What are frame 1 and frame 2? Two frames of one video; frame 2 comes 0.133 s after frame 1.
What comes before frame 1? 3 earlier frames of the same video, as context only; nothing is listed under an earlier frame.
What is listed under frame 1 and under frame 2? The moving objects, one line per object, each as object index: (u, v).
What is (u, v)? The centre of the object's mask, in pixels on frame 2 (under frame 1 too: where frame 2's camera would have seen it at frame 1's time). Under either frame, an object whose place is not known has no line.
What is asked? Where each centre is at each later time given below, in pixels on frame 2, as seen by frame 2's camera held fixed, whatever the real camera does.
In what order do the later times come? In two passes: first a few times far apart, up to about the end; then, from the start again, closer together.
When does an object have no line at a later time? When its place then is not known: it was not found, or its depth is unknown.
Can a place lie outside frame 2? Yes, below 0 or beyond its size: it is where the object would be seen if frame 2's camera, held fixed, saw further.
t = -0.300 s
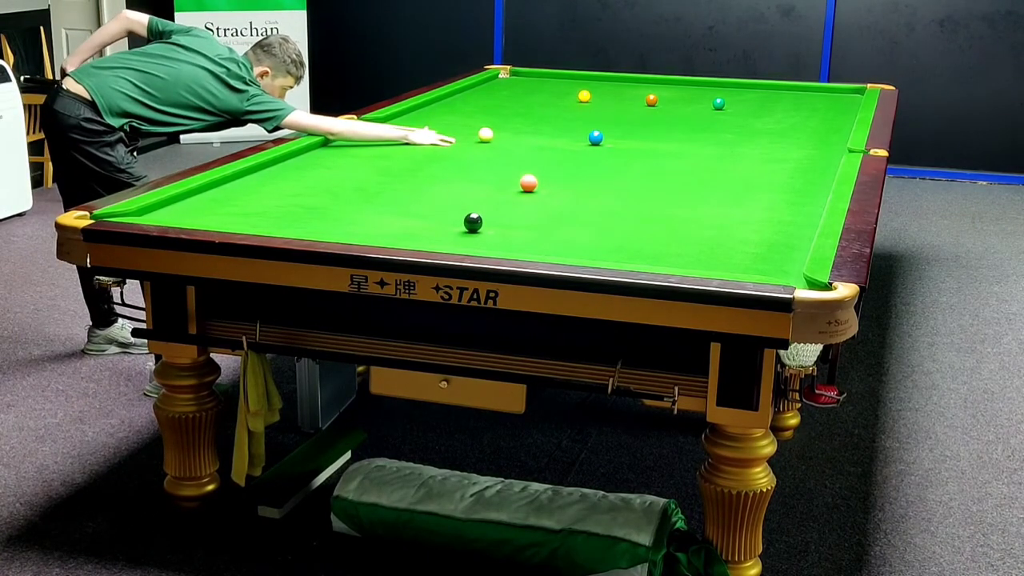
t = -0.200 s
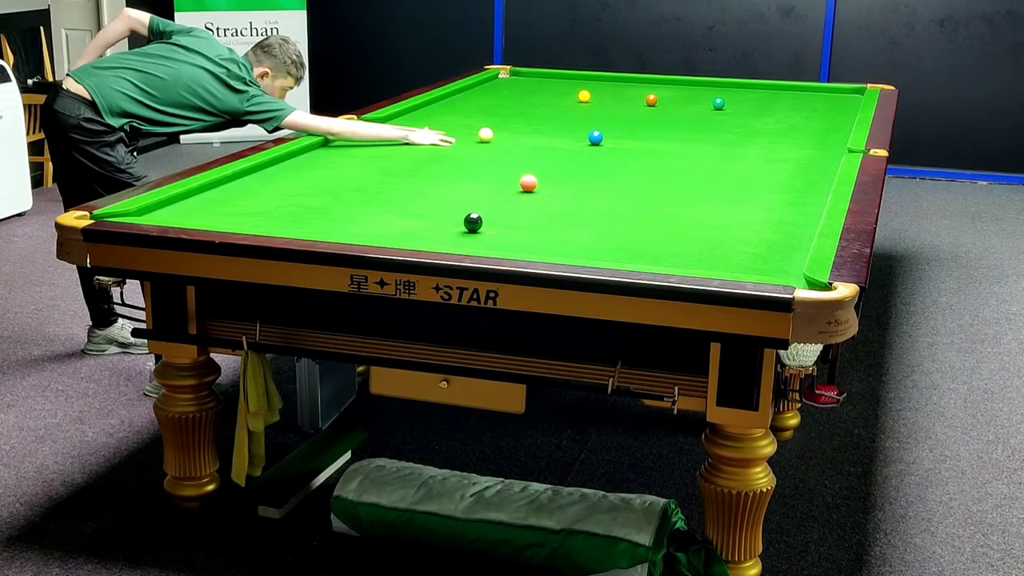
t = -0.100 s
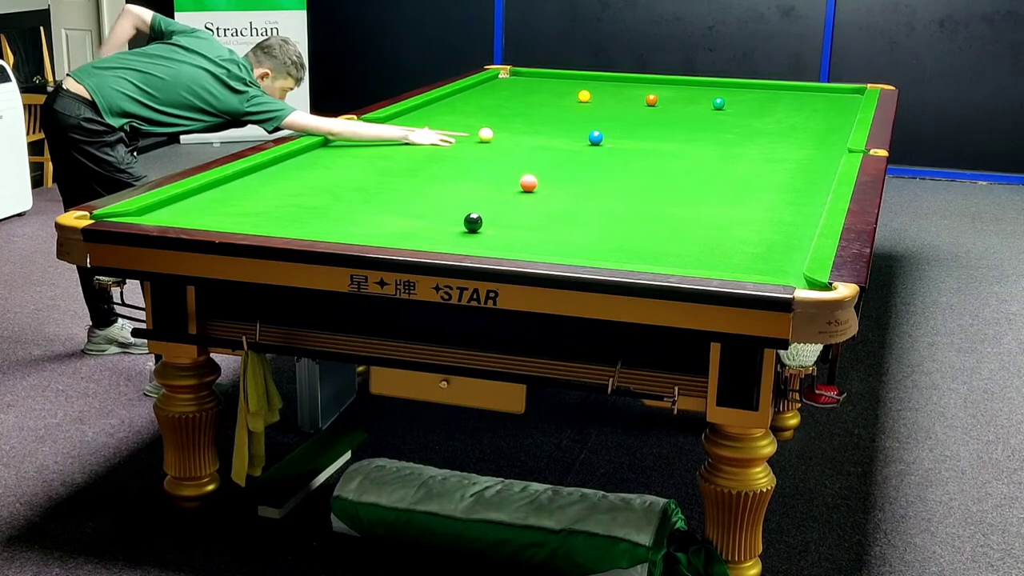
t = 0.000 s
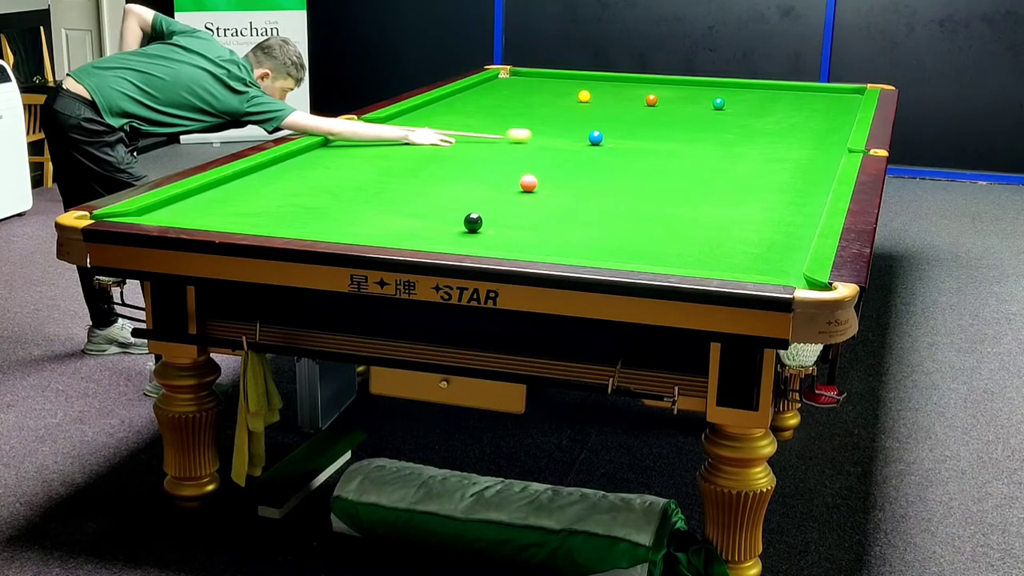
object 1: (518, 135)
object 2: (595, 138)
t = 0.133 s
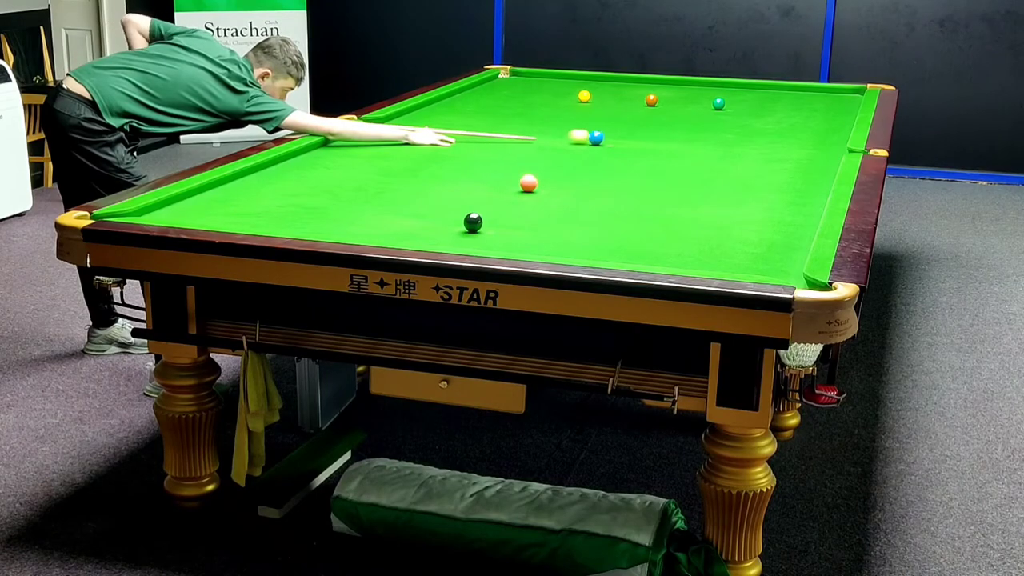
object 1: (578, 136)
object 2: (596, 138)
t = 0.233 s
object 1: (585, 135)
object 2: (630, 139)
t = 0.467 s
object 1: (592, 132)
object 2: (699, 144)
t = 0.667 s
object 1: (597, 131)
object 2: (756, 147)
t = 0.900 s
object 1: (602, 128)
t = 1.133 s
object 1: (607, 126)
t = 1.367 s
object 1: (611, 124)
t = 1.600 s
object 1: (615, 123)
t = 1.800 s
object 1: (618, 122)
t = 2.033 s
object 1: (621, 120)
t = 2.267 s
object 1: (624, 119)
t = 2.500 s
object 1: (627, 118)
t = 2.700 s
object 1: (629, 118)
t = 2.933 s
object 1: (630, 117)
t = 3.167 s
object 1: (632, 117)
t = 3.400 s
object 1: (632, 117)
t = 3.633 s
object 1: (633, 116)
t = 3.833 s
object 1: (633, 116)
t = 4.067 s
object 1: (633, 116)
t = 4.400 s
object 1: (631, 114)
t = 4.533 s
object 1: (633, 116)
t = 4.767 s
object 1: (633, 116)
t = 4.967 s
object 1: (633, 116)
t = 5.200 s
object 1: (633, 116)
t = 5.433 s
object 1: (633, 116)
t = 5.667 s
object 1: (633, 116)
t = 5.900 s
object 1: (633, 116)
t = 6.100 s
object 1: (633, 117)
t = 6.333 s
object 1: (633, 117)
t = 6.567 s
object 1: (633, 116)
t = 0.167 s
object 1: (583, 136)
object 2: (607, 138)
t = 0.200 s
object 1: (584, 135)
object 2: (619, 139)
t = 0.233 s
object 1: (585, 135)
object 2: (630, 139)
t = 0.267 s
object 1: (586, 135)
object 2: (641, 140)
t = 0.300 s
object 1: (587, 134)
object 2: (652, 141)
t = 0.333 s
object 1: (588, 134)
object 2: (662, 141)
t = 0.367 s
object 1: (589, 133)
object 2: (672, 142)
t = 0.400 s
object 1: (590, 133)
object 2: (681, 143)
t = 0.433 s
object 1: (591, 133)
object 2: (690, 143)
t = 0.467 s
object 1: (592, 132)
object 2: (699, 144)
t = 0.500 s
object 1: (592, 132)
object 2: (709, 145)
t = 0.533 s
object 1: (593, 132)
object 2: (718, 145)
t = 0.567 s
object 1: (594, 131)
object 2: (727, 146)
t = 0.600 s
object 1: (595, 131)
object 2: (737, 146)
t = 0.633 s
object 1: (596, 131)
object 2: (746, 147)
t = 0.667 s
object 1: (597, 131)
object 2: (756, 147)
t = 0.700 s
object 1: (597, 130)
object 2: (765, 148)
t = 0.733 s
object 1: (598, 130)
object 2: (775, 149)
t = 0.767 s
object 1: (599, 129)
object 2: (784, 149)
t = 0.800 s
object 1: (600, 129)
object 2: (793, 150)
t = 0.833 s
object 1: (601, 129)
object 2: (802, 150)
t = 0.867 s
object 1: (601, 128)
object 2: (812, 151)
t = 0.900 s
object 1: (602, 128)
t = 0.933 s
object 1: (603, 128)
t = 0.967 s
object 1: (603, 127)
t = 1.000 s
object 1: (604, 127)
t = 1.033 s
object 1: (605, 127)
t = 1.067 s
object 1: (606, 127)
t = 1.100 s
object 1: (606, 126)
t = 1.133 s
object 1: (607, 126)
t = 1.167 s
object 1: (608, 126)
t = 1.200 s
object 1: (608, 126)
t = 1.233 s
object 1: (609, 125)
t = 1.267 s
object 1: (610, 125)
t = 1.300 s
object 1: (610, 125)
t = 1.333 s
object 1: (611, 125)
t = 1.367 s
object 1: (611, 124)
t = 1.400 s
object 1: (612, 124)
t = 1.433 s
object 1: (613, 124)
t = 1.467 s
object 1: (613, 124)
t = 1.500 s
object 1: (614, 124)
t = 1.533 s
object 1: (614, 123)
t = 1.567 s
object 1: (615, 123)
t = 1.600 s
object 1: (615, 123)
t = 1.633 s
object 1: (616, 123)
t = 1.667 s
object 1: (616, 122)
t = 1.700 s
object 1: (617, 122)
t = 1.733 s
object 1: (617, 122)
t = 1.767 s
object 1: (618, 122)
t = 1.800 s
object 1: (618, 122)
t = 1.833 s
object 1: (619, 121)
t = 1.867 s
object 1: (619, 121)
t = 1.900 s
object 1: (620, 121)
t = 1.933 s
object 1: (620, 121)
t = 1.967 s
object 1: (620, 121)
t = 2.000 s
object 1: (621, 120)
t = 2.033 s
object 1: (621, 120)
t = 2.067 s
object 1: (622, 120)
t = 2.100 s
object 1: (622, 120)
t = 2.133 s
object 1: (623, 120)
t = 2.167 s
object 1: (623, 120)
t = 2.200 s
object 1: (623, 120)
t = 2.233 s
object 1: (624, 119)
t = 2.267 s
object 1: (624, 119)
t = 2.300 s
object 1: (625, 119)
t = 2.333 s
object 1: (625, 119)
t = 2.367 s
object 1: (625, 119)
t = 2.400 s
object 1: (626, 119)
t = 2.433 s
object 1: (626, 119)
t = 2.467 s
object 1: (626, 118)
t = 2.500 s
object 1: (627, 118)
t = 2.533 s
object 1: (627, 118)
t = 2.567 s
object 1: (627, 118)
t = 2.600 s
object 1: (627, 118)
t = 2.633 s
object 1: (628, 118)
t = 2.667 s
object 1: (628, 118)
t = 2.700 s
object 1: (629, 118)
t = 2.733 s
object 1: (629, 117)
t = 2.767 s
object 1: (629, 117)
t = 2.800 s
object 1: (629, 117)
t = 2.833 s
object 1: (630, 117)
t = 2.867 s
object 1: (630, 117)
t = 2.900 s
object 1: (630, 117)
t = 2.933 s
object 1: (630, 117)
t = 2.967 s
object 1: (630, 117)
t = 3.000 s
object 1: (630, 117)
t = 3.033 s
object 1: (631, 117)
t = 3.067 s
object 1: (631, 117)
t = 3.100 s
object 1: (631, 117)
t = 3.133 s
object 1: (631, 117)
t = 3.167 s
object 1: (632, 117)
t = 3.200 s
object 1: (632, 117)
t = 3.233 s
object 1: (632, 117)
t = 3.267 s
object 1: (632, 117)
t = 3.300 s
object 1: (632, 117)
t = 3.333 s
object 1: (632, 117)
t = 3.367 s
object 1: (632, 117)
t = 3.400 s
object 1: (632, 117)
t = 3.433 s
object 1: (632, 117)
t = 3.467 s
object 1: (633, 116)
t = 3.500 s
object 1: (633, 116)
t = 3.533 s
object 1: (633, 116)
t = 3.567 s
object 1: (633, 116)
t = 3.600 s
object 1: (633, 116)
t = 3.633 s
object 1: (633, 116)
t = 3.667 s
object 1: (633, 116)
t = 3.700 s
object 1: (633, 116)
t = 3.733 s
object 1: (633, 116)
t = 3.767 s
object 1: (633, 116)
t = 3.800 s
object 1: (633, 116)
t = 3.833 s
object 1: (633, 116)
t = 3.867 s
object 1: (633, 116)
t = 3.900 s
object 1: (633, 116)
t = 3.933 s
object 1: (633, 116)
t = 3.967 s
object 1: (633, 116)
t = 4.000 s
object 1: (633, 116)
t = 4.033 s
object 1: (633, 116)
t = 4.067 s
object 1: (633, 116)
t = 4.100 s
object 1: (633, 117)
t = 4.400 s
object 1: (631, 114)
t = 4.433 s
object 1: (633, 116)
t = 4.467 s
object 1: (633, 116)
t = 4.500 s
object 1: (633, 116)
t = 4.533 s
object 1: (633, 116)
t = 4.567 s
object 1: (633, 116)
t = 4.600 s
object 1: (633, 116)
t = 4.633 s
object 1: (633, 116)
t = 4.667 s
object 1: (633, 116)
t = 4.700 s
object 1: (633, 116)
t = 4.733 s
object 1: (633, 116)
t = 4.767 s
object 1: (633, 116)
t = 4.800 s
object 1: (633, 116)
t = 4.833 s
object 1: (633, 116)
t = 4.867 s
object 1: (633, 116)
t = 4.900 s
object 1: (633, 116)
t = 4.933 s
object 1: (633, 116)
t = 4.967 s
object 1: (633, 116)
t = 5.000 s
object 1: (633, 116)
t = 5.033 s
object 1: (633, 116)
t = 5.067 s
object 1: (633, 116)
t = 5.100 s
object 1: (633, 116)
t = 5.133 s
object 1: (633, 116)
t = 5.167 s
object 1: (633, 116)
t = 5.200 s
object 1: (633, 116)
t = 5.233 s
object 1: (633, 116)
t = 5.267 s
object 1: (633, 116)
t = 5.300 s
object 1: (633, 116)
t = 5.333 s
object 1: (633, 116)
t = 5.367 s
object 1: (633, 117)
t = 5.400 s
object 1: (633, 116)
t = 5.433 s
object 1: (633, 116)
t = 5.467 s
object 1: (633, 116)
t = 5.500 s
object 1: (633, 117)
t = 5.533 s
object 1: (633, 116)
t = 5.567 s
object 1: (633, 117)
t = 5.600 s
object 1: (633, 116)
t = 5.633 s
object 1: (633, 116)
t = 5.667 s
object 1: (633, 116)
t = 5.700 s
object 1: (633, 117)
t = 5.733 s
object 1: (633, 116)
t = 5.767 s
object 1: (633, 117)
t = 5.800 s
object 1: (633, 116)
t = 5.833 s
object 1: (633, 116)
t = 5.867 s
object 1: (633, 116)
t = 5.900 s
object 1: (633, 116)
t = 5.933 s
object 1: (633, 116)
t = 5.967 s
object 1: (633, 116)
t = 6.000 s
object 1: (633, 116)
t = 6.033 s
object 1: (633, 116)
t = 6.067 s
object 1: (633, 116)
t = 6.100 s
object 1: (633, 117)
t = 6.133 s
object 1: (633, 116)
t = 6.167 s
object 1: (633, 116)
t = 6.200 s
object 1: (633, 116)
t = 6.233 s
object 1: (633, 116)
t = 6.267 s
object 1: (633, 117)
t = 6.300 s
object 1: (633, 116)
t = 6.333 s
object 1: (633, 117)
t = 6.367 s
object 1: (633, 116)
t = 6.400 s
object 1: (633, 116)
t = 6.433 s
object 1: (633, 116)
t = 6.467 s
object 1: (633, 117)
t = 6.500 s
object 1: (633, 117)
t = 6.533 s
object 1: (633, 117)
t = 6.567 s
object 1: (633, 116)
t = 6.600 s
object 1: (633, 117)
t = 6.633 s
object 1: (633, 117)
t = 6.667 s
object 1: (633, 116)
